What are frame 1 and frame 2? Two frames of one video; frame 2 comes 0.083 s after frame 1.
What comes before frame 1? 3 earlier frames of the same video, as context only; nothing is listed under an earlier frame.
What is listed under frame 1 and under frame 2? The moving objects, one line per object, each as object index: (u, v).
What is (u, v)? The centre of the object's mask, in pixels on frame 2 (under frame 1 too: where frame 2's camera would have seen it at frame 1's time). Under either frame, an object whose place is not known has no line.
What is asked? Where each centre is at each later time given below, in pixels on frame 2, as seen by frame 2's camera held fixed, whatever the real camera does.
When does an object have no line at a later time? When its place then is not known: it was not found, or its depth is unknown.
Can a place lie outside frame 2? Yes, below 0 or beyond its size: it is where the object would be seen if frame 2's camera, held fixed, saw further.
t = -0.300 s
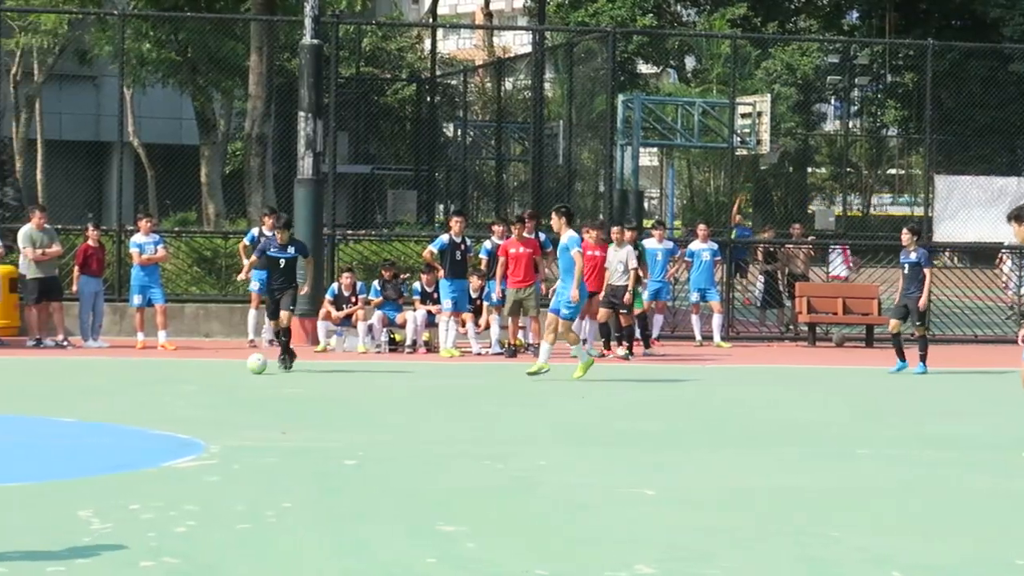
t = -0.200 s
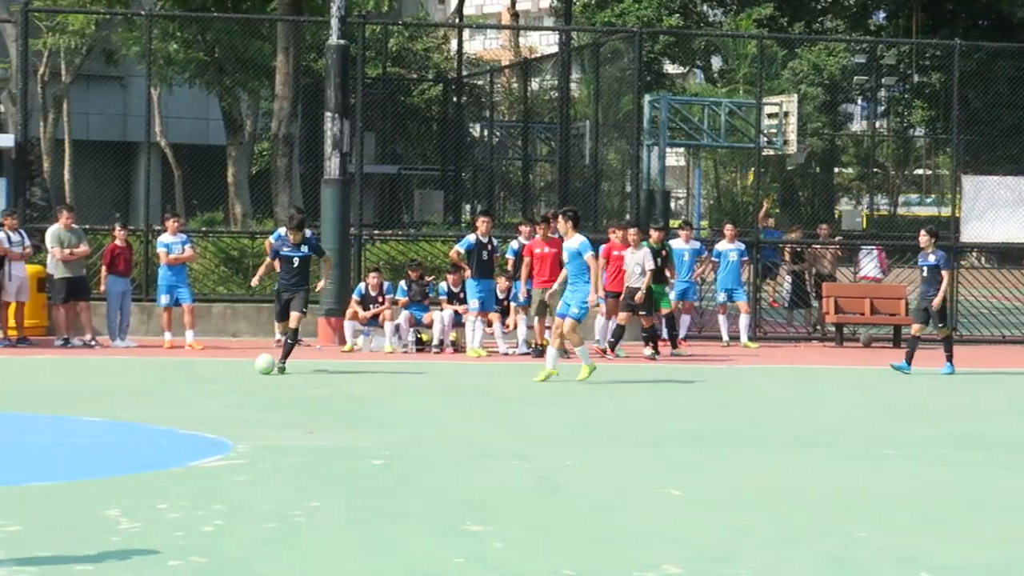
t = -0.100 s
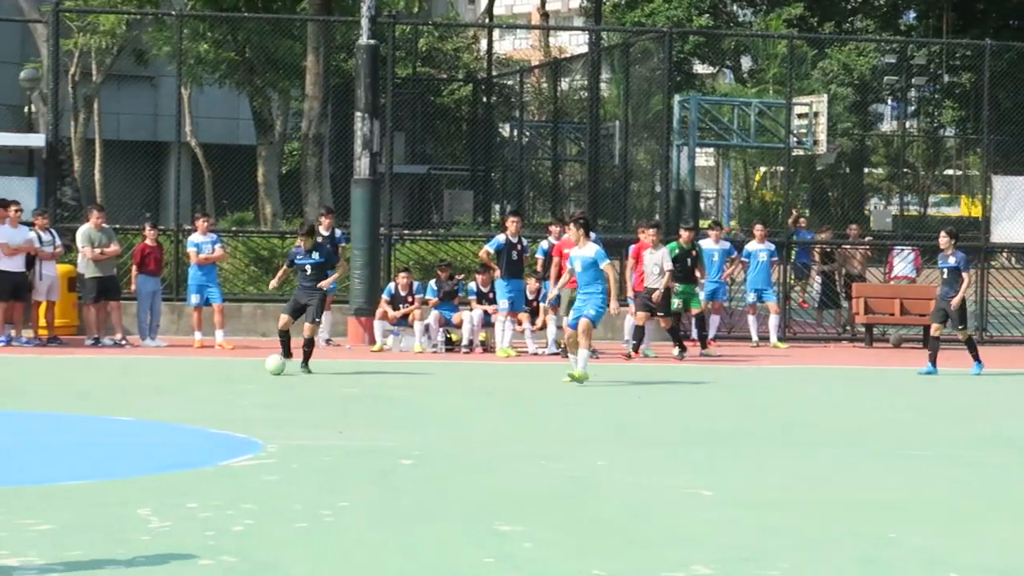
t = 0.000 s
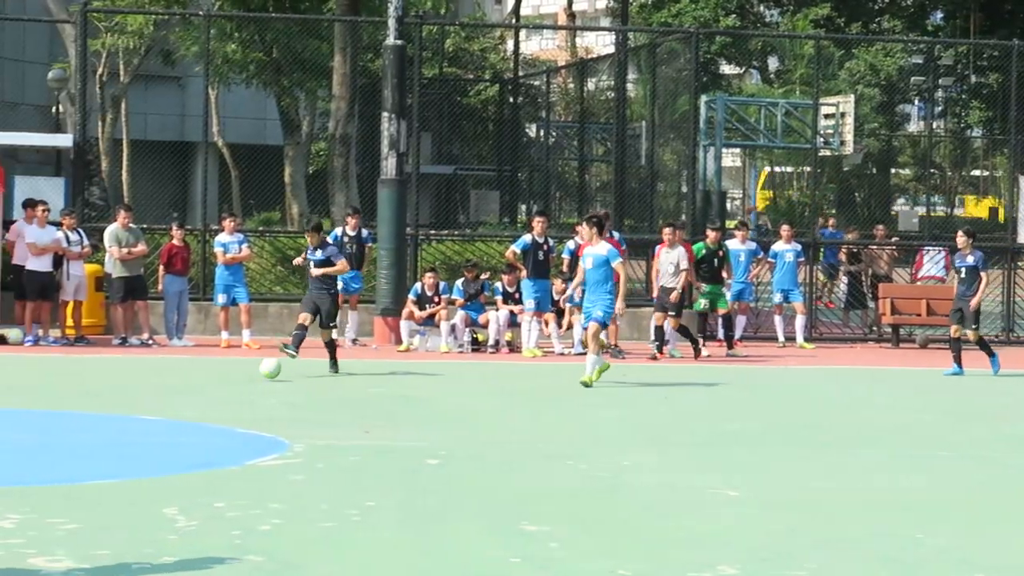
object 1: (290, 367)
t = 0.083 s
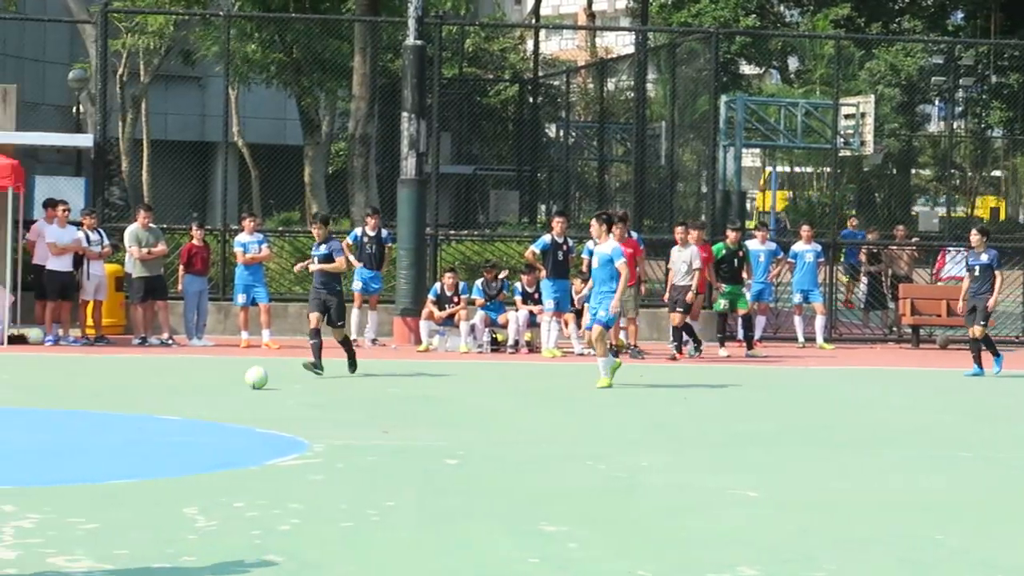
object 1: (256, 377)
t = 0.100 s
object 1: (249, 378)
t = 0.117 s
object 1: (242, 380)
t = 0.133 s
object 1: (235, 382)
